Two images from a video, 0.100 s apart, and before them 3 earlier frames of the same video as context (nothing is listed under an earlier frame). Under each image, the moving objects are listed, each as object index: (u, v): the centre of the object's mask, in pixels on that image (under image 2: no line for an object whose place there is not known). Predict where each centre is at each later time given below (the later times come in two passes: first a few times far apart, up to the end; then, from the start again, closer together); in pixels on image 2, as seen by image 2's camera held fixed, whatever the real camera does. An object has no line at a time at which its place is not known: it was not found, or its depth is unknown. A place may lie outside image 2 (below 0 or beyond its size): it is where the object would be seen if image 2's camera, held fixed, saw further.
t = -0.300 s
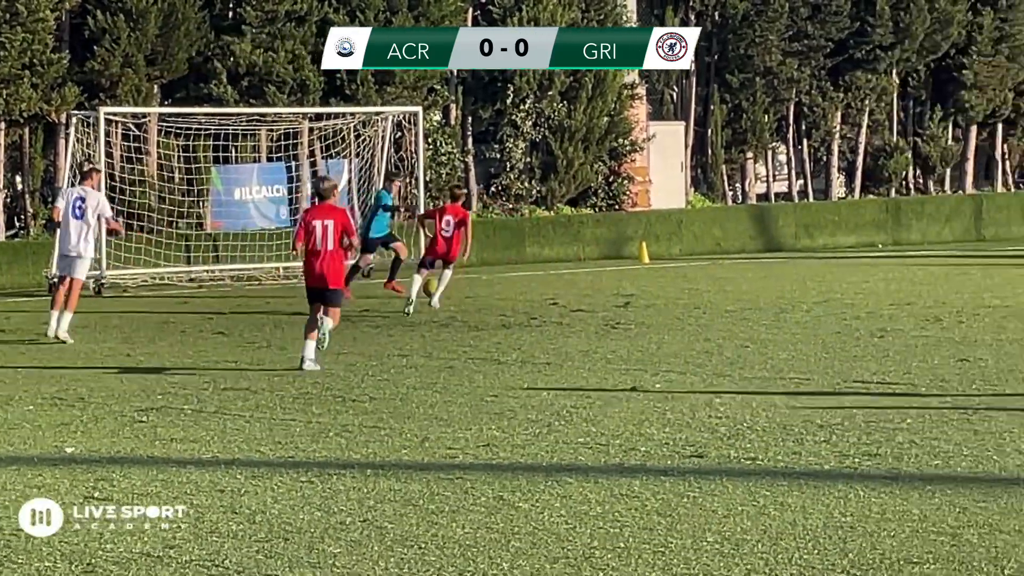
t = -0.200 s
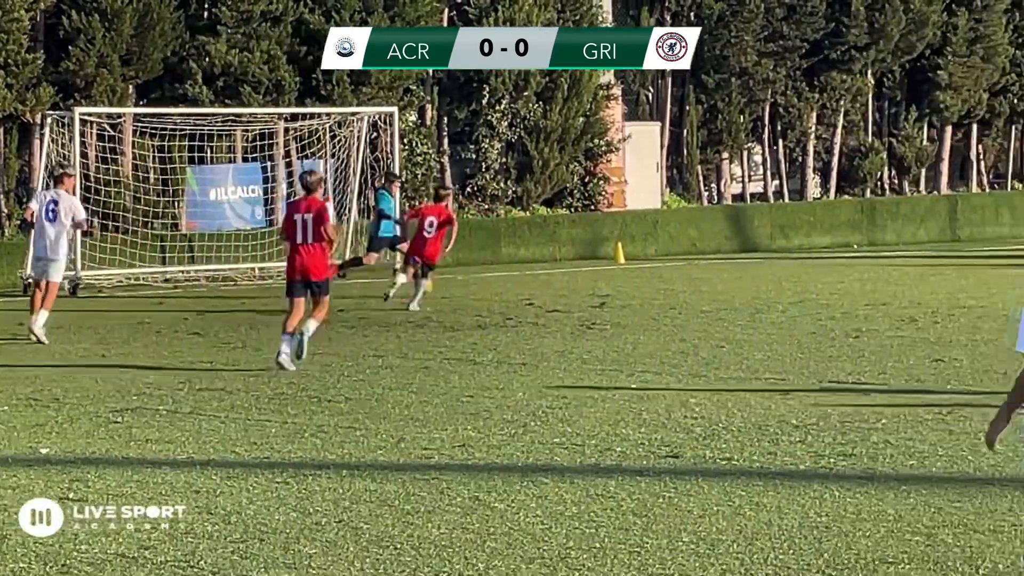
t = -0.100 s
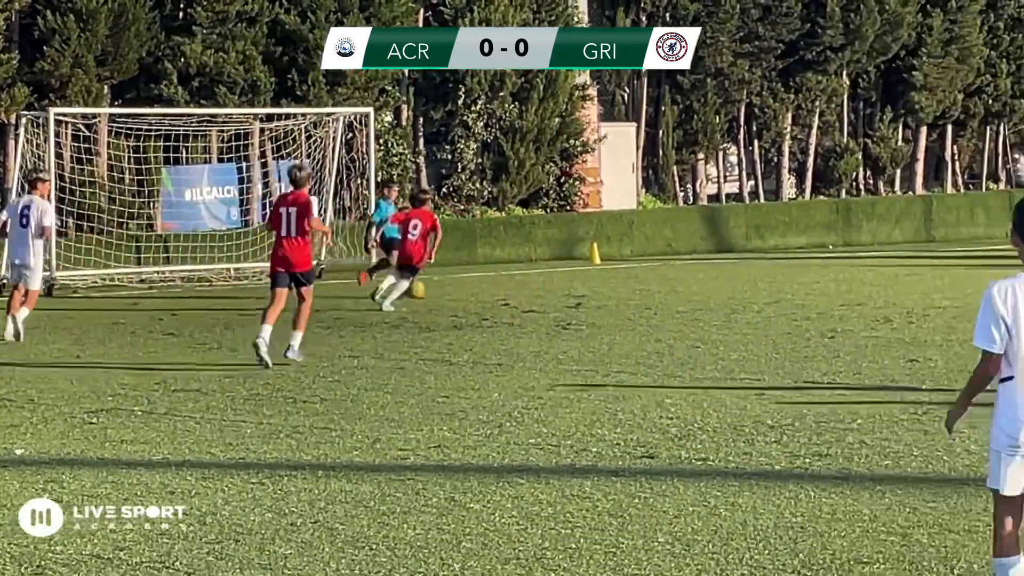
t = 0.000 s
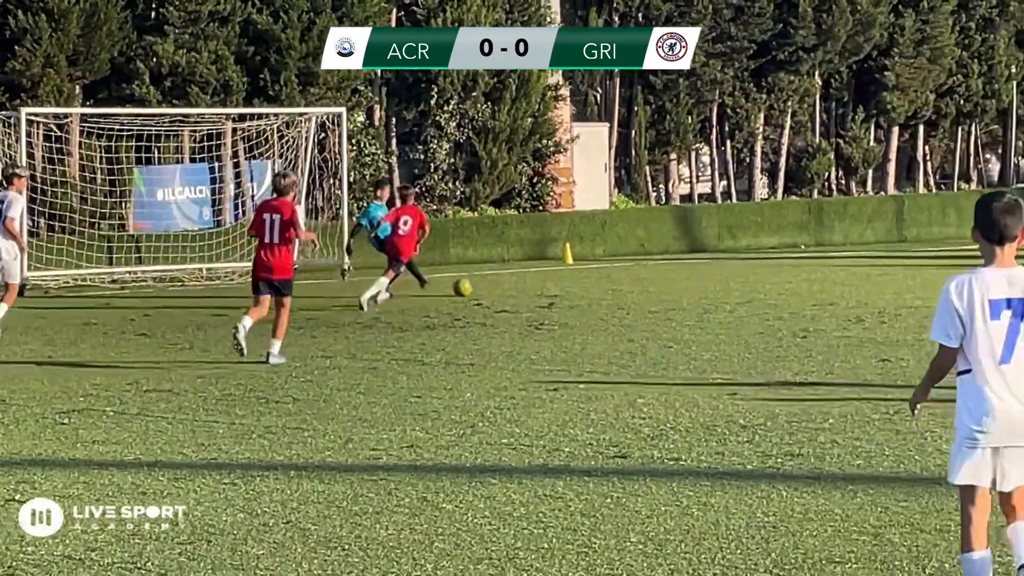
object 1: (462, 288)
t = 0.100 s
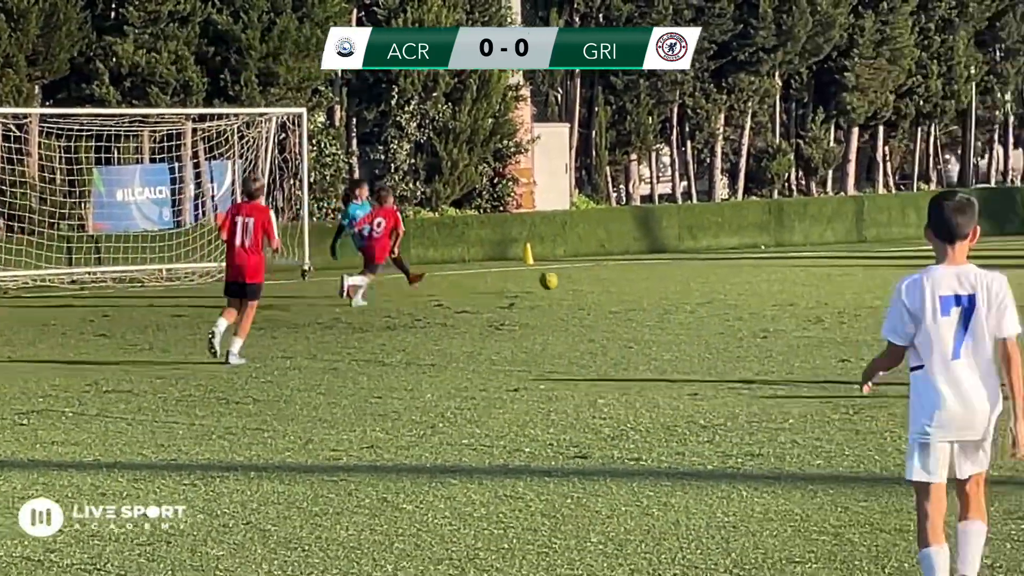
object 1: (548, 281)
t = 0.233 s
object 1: (705, 280)
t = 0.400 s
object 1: (879, 273)
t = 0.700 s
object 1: (1139, 269)
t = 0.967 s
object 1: (1331, 263)
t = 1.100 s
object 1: (1421, 260)
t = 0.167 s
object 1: (629, 281)
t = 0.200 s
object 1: (668, 281)
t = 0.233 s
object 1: (705, 280)
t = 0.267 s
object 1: (741, 278)
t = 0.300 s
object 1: (777, 277)
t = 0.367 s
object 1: (846, 276)
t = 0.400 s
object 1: (879, 273)
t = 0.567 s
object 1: (1031, 269)
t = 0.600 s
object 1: (1057, 268)
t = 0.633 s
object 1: (1084, 267)
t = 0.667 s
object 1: (1112, 267)
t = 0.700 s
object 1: (1139, 269)
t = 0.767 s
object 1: (1189, 266)
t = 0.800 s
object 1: (1212, 265)
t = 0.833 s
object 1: (1237, 264)
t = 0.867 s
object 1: (1261, 266)
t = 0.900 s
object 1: (1284, 265)
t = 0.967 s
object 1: (1331, 263)
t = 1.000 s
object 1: (1353, 263)
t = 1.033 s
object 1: (1376, 262)
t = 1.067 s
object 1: (1398, 261)
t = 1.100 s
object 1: (1421, 260)
